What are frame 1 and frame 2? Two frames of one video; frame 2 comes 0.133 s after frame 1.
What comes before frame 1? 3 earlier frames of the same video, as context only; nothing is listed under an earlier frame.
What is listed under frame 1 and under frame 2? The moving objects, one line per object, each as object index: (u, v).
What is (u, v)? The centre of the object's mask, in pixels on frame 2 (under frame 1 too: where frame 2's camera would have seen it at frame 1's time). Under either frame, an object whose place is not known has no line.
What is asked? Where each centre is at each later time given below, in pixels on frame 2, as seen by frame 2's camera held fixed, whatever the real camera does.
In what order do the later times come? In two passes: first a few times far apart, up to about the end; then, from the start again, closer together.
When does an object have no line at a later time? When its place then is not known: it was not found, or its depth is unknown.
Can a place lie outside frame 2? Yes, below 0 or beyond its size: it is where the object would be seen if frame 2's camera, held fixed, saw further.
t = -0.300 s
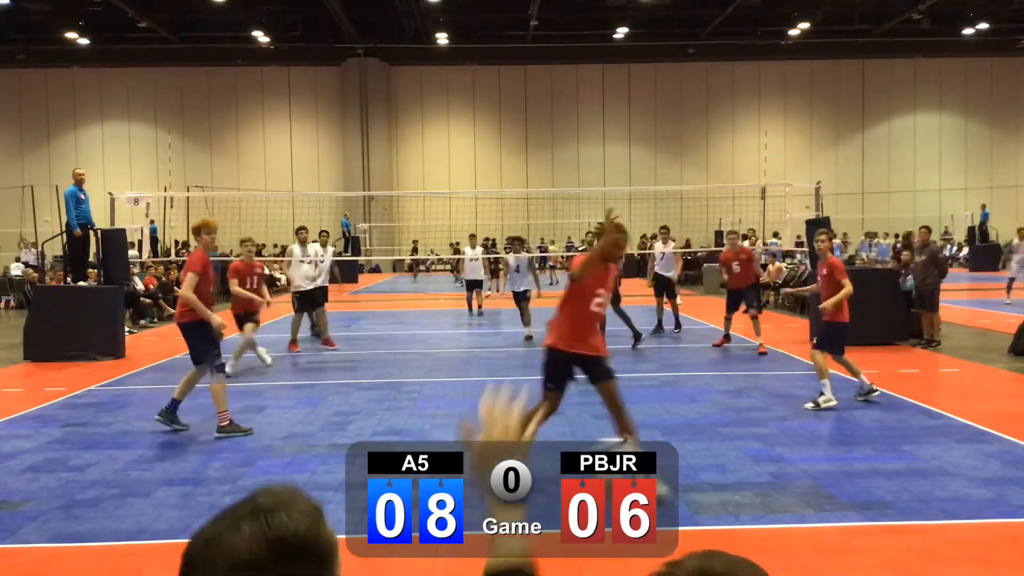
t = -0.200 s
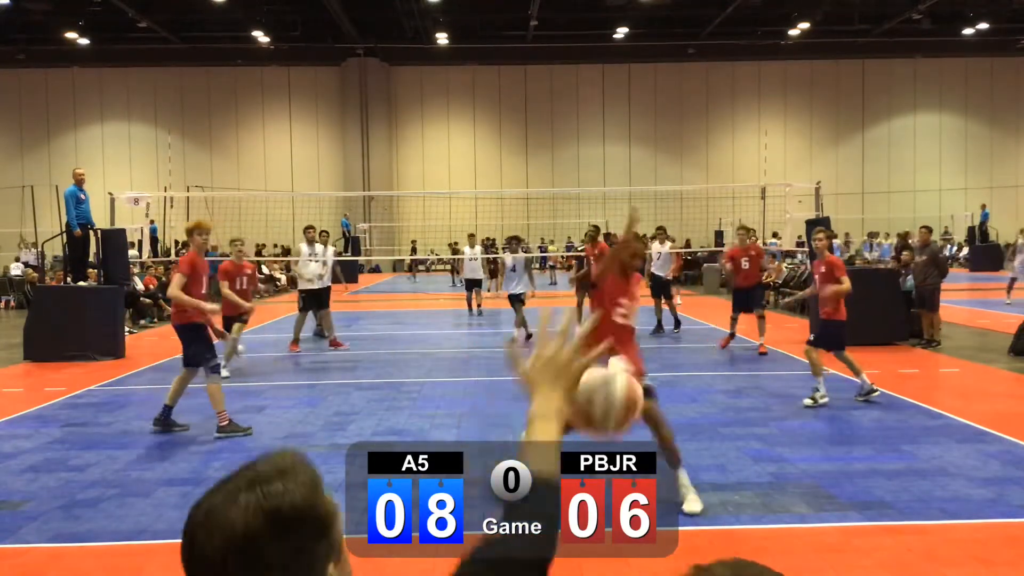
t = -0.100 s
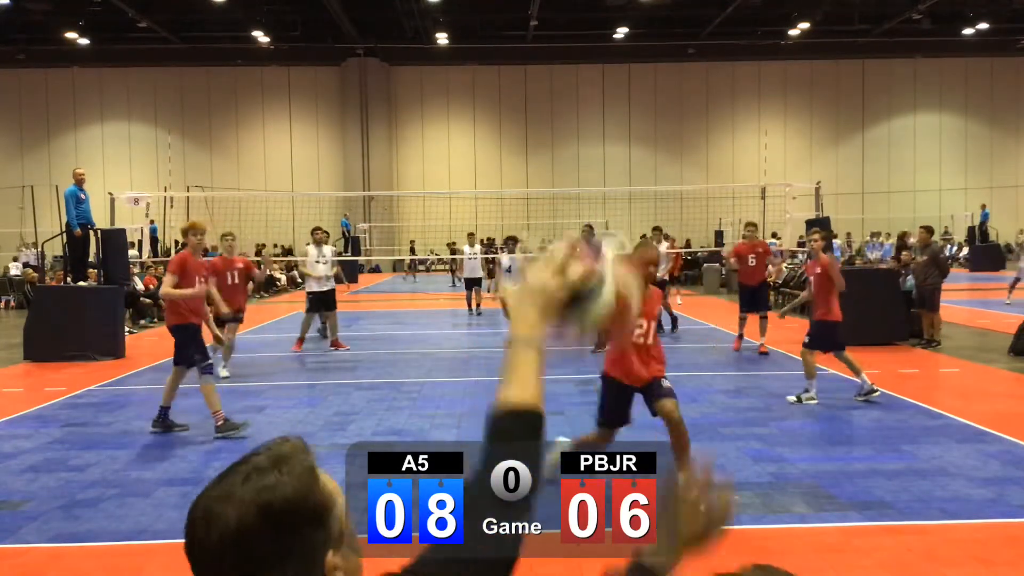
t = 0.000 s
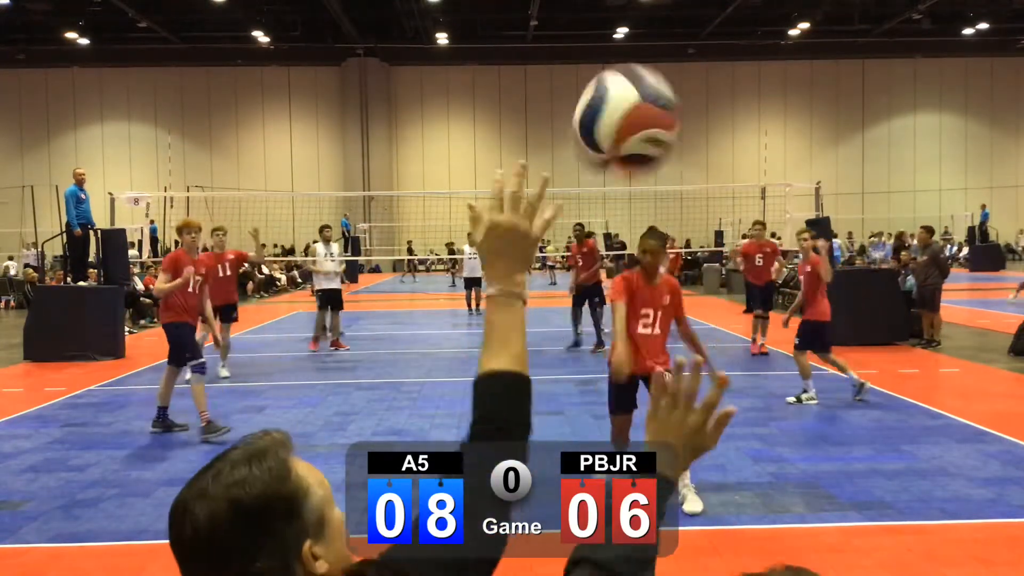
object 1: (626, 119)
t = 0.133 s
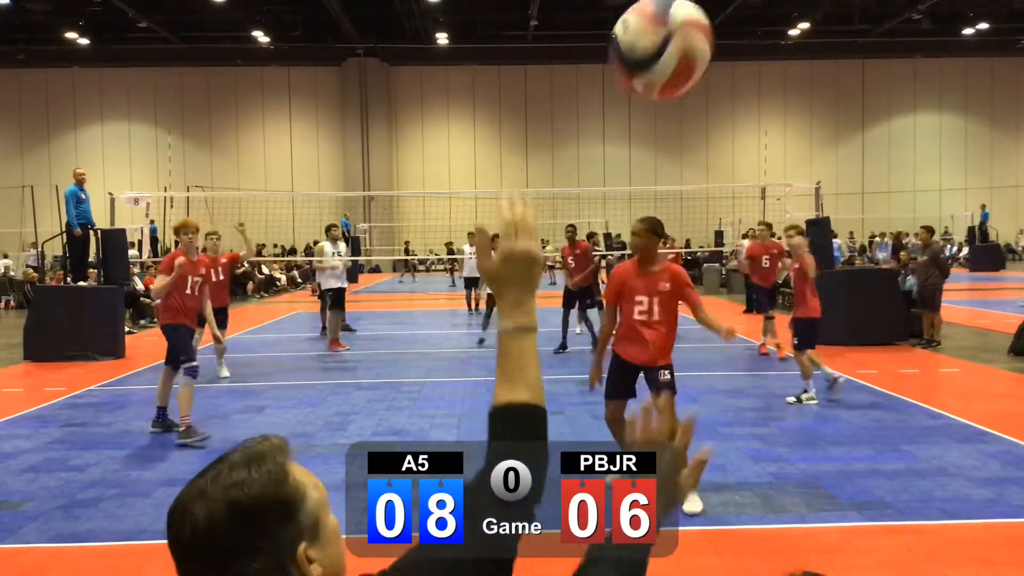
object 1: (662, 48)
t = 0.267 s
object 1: (693, 53)
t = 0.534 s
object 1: (751, 284)
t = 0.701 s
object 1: (779, 535)
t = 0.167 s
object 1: (668, 43)
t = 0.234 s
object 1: (686, 46)
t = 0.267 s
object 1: (693, 53)
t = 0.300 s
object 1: (701, 67)
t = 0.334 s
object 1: (709, 84)
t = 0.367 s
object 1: (716, 108)
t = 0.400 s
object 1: (723, 134)
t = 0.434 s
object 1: (729, 166)
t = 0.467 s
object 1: (735, 200)
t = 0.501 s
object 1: (741, 241)
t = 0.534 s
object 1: (751, 284)
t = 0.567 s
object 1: (756, 329)
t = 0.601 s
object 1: (762, 383)
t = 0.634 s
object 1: (769, 435)
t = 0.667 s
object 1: (774, 483)
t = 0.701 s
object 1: (779, 535)
